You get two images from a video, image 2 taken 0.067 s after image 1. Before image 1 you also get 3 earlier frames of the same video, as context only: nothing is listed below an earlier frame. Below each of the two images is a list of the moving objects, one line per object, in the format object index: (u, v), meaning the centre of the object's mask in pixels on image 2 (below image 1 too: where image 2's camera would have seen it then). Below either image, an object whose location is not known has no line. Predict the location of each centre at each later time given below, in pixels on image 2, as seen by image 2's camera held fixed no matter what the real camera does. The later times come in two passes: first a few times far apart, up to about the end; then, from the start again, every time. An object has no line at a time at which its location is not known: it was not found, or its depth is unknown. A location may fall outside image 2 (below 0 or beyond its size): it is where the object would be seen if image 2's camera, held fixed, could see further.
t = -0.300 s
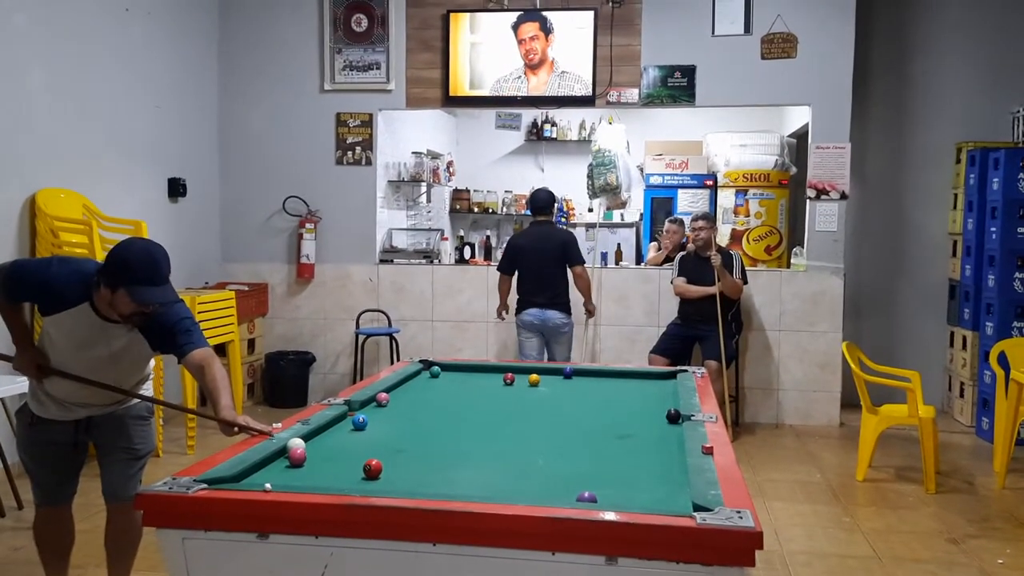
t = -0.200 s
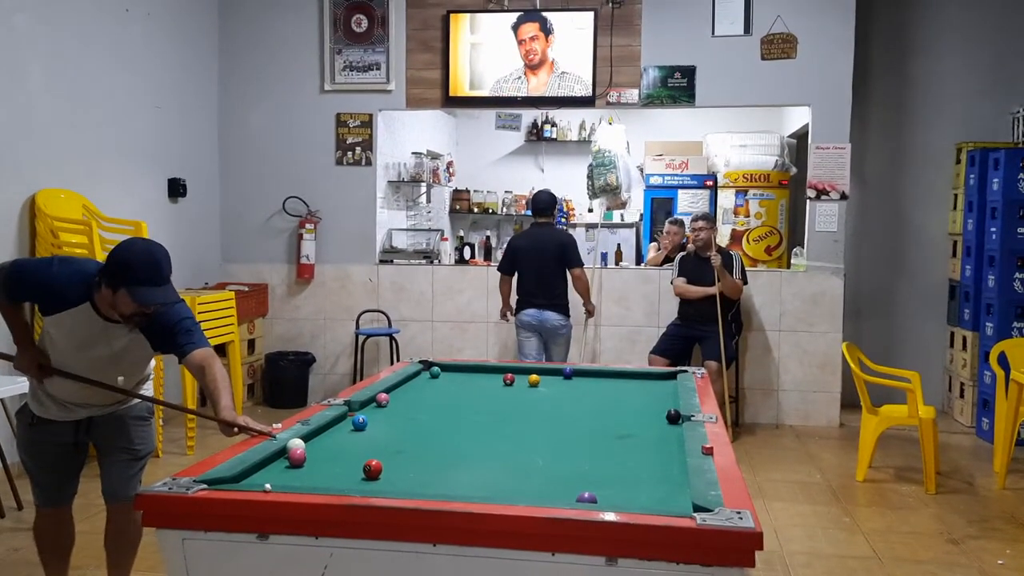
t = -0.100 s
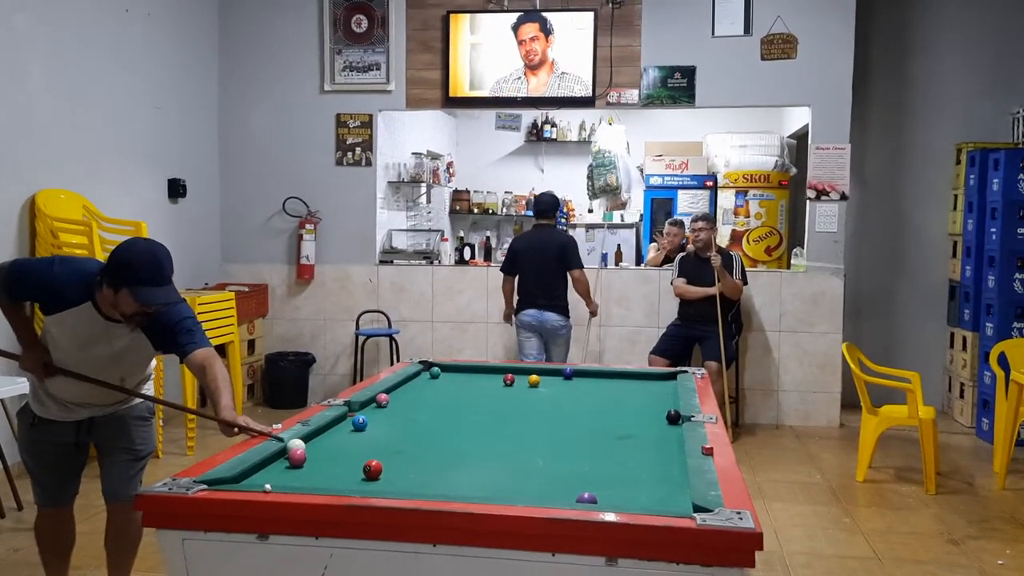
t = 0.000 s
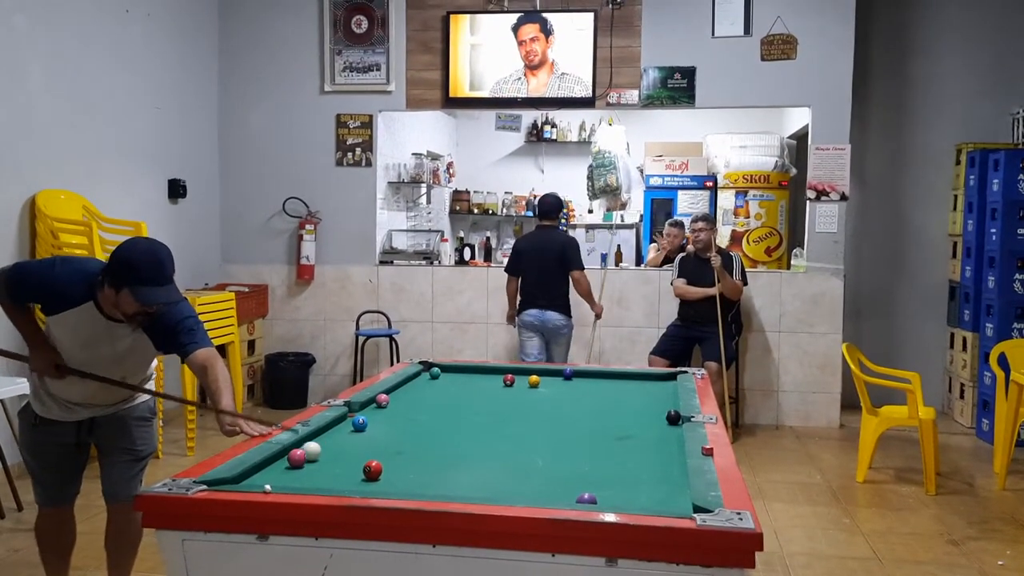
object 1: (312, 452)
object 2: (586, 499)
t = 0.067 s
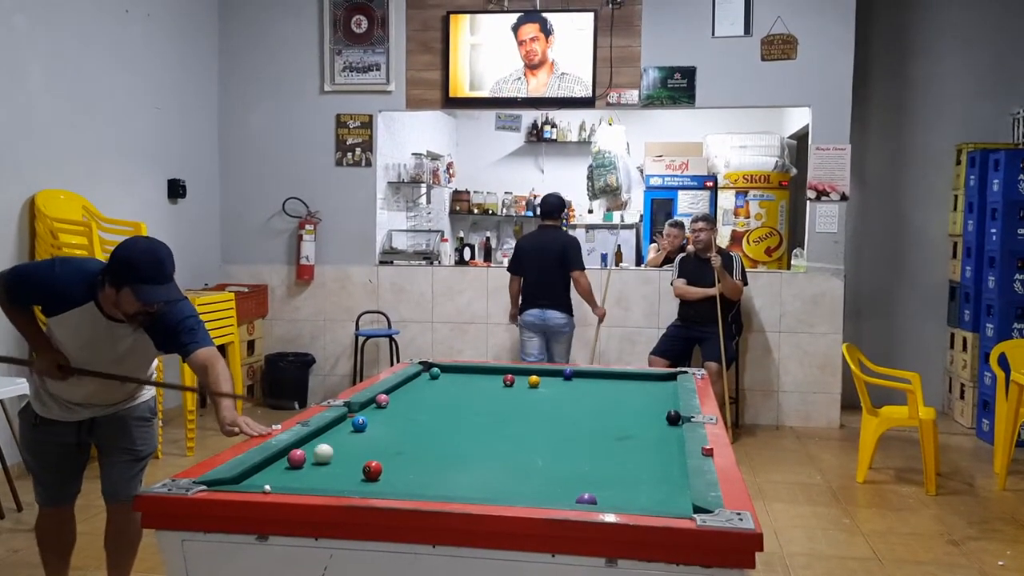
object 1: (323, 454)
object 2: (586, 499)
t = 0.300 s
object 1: (364, 459)
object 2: (586, 499)
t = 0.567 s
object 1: (417, 471)
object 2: (586, 499)
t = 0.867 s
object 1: (475, 481)
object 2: (586, 499)
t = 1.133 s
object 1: (528, 489)
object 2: (586, 499)
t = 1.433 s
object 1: (578, 495)
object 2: (596, 500)
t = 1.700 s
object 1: (600, 495)
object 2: (619, 500)
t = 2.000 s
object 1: (620, 495)
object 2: (644, 501)
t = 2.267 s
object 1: (633, 495)
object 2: (662, 501)
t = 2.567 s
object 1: (644, 496)
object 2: (679, 503)
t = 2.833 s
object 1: (649, 495)
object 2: (675, 502)
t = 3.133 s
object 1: (651, 495)
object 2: (672, 502)
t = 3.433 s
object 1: (650, 495)
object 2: (672, 501)
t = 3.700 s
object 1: (650, 495)
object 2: (672, 501)
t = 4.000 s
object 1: (650, 495)
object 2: (671, 502)
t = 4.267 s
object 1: (650, 495)
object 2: (672, 502)
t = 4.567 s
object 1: (650, 495)
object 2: (672, 502)
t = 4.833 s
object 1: (650, 495)
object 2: (671, 501)
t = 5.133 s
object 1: (650, 495)
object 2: (672, 502)
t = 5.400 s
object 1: (650, 496)
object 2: (672, 502)
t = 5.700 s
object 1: (649, 495)
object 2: (672, 501)
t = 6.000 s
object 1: (650, 495)
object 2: (672, 502)
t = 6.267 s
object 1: (649, 495)
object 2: (672, 501)
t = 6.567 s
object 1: (649, 495)
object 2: (672, 502)
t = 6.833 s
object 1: (649, 495)
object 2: (672, 502)
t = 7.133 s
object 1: (649, 495)
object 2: (672, 501)
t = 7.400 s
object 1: (650, 495)
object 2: (672, 501)
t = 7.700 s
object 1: (649, 495)
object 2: (671, 501)
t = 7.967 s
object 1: (649, 495)
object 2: (672, 501)
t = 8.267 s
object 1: (649, 496)
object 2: (672, 501)
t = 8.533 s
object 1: (650, 496)
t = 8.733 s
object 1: (649, 495)
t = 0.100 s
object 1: (329, 455)
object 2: (586, 499)
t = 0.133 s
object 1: (335, 456)
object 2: (586, 499)
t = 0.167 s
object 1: (341, 457)
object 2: (586, 499)
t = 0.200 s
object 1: (347, 458)
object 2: (586, 499)
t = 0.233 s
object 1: (354, 459)
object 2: (586, 499)
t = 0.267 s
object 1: (359, 460)
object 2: (586, 499)
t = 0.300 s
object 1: (364, 459)
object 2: (586, 499)
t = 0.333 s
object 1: (373, 457)
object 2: (586, 499)
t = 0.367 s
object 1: (381, 461)
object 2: (586, 499)
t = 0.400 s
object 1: (387, 464)
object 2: (586, 499)
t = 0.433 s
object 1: (392, 466)
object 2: (586, 499)
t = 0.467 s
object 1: (398, 467)
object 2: (586, 499)
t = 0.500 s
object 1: (404, 468)
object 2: (586, 499)
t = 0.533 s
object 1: (411, 469)
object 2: (586, 499)
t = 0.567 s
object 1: (417, 471)
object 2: (586, 499)
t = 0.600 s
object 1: (424, 472)
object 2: (586, 499)
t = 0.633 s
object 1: (430, 473)
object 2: (586, 499)
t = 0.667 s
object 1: (436, 474)
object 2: (586, 499)
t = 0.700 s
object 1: (443, 475)
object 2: (586, 499)
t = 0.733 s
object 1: (449, 476)
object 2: (586, 499)
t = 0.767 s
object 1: (456, 477)
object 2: (586, 499)
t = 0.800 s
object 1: (462, 479)
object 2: (586, 499)
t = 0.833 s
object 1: (469, 480)
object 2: (586, 499)
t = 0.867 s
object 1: (475, 481)
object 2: (586, 499)
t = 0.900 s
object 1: (482, 482)
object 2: (586, 499)
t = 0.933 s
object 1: (488, 483)
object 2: (586, 499)
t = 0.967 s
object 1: (495, 484)
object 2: (586, 499)
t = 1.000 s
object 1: (501, 485)
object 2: (586, 499)
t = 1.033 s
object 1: (508, 487)
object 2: (586, 499)
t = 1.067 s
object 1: (515, 487)
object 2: (586, 499)
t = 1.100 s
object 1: (521, 488)
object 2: (586, 499)
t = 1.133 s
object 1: (528, 489)
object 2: (586, 499)
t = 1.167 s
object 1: (534, 490)
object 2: (586, 499)
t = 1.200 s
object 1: (541, 491)
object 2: (586, 499)
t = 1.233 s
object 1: (547, 492)
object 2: (586, 499)
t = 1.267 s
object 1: (554, 493)
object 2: (586, 499)
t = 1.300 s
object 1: (561, 493)
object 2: (587, 499)
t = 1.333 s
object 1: (567, 494)
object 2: (587, 499)
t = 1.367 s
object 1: (571, 494)
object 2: (588, 499)
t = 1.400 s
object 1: (575, 495)
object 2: (592, 500)
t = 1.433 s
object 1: (578, 495)
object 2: (596, 500)
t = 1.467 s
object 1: (582, 495)
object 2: (598, 500)
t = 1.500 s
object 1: (585, 495)
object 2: (601, 501)
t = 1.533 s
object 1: (588, 495)
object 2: (604, 500)
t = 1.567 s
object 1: (591, 495)
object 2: (607, 500)
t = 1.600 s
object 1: (593, 495)
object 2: (610, 500)
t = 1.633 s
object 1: (595, 495)
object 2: (612, 500)
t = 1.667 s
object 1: (598, 495)
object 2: (615, 500)
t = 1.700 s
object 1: (600, 495)
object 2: (619, 500)
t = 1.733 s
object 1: (603, 495)
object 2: (621, 500)
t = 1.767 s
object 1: (604, 495)
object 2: (624, 500)
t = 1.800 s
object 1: (607, 495)
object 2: (626, 500)
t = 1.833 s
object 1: (610, 495)
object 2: (630, 500)
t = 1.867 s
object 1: (612, 496)
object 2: (634, 501)
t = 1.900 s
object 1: (614, 495)
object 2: (636, 501)
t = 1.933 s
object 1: (616, 496)
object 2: (639, 501)
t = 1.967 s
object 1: (618, 495)
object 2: (641, 501)
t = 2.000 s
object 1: (620, 495)
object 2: (644, 501)
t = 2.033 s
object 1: (622, 495)
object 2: (646, 501)
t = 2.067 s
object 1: (623, 495)
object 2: (649, 501)
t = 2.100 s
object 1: (625, 495)
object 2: (651, 501)
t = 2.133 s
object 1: (627, 495)
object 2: (653, 501)
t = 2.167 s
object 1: (629, 495)
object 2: (656, 501)
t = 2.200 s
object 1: (630, 495)
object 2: (658, 501)
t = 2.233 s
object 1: (631, 495)
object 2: (660, 501)
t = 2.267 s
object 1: (633, 495)
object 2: (662, 501)
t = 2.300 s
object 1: (634, 495)
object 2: (664, 501)
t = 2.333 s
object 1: (635, 495)
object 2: (666, 501)
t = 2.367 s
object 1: (637, 495)
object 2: (668, 501)
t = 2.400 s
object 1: (638, 496)
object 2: (671, 502)
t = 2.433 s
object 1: (640, 497)
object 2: (673, 504)
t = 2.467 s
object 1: (641, 497)
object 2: (675, 504)
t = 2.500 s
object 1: (642, 496)
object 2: (676, 504)
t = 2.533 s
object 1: (642, 496)
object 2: (677, 503)
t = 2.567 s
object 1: (644, 496)
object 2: (679, 503)
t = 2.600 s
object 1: (644, 496)
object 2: (681, 503)
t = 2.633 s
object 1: (645, 495)
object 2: (680, 503)
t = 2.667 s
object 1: (645, 494)
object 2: (679, 502)
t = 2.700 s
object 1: (646, 495)
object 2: (678, 502)
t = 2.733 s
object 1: (647, 495)
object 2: (678, 502)
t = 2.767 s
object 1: (648, 495)
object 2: (677, 502)
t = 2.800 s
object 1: (648, 495)
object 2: (676, 502)
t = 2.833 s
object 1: (649, 495)
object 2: (675, 502)
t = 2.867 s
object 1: (650, 495)
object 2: (675, 502)
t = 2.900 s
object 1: (650, 495)
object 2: (674, 502)
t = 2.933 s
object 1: (651, 495)
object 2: (674, 502)
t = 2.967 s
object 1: (651, 495)
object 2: (673, 501)
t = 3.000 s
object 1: (651, 495)
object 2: (673, 502)
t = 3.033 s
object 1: (651, 495)
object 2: (672, 502)
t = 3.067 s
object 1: (651, 495)
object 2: (672, 502)
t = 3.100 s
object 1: (651, 495)
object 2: (672, 502)
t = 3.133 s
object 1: (651, 495)
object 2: (672, 502)
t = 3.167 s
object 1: (650, 495)
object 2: (672, 501)
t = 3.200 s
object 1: (651, 495)
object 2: (671, 501)
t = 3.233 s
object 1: (650, 495)
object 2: (671, 501)
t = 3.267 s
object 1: (650, 495)
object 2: (672, 501)
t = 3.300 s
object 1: (650, 495)
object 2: (672, 501)
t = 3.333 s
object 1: (650, 495)
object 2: (672, 501)
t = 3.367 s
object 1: (650, 495)
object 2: (672, 501)
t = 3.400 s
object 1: (650, 495)
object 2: (672, 501)
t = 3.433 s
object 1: (650, 495)
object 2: (672, 501)
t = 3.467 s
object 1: (650, 495)
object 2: (672, 502)
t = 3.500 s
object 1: (650, 495)
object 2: (672, 502)
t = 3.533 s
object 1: (650, 495)
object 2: (672, 501)
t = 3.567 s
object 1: (650, 495)
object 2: (672, 501)
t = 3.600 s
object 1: (650, 495)
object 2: (672, 501)
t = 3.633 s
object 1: (650, 495)
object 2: (672, 502)
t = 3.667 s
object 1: (650, 495)
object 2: (672, 502)
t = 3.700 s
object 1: (650, 495)
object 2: (672, 501)
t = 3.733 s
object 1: (650, 495)
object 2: (672, 502)
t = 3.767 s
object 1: (650, 495)
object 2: (672, 501)
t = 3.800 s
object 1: (650, 495)
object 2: (672, 501)
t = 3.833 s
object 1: (650, 495)
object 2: (672, 501)
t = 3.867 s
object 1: (650, 495)
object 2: (672, 501)
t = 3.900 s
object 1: (650, 495)
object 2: (671, 501)
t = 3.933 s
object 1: (650, 495)
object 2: (672, 501)
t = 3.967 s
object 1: (650, 495)
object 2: (672, 502)
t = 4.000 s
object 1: (650, 495)
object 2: (671, 502)
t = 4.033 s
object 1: (650, 495)
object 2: (672, 502)
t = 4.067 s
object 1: (650, 495)
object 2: (671, 501)
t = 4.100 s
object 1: (650, 495)
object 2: (672, 501)
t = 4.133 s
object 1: (650, 495)
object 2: (671, 502)
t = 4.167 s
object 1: (650, 495)
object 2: (672, 502)
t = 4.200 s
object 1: (650, 495)
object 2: (671, 502)
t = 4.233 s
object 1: (650, 495)
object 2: (672, 502)
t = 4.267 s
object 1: (650, 495)
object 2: (672, 502)
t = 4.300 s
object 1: (650, 495)
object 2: (672, 502)
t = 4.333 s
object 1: (650, 495)
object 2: (672, 502)
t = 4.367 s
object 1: (650, 495)
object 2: (672, 502)
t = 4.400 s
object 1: (650, 495)
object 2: (672, 502)
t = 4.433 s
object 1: (650, 495)
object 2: (672, 502)
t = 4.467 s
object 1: (650, 495)
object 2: (672, 502)
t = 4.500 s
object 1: (650, 495)
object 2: (672, 502)
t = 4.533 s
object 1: (650, 495)
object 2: (672, 502)
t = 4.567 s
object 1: (650, 495)
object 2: (672, 502)
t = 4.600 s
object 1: (650, 495)
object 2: (672, 501)
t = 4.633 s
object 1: (650, 495)
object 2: (672, 501)
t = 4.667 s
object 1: (650, 495)
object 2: (672, 502)
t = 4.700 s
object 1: (650, 495)
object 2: (672, 502)
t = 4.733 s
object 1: (650, 495)
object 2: (672, 502)
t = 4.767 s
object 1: (650, 495)
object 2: (672, 502)
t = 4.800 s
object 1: (650, 495)
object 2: (672, 502)
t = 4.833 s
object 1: (650, 495)
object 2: (671, 501)
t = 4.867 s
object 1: (650, 495)
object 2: (672, 502)
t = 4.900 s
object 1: (650, 495)
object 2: (672, 502)
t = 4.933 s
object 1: (650, 495)
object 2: (672, 502)
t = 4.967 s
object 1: (650, 495)
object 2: (672, 502)
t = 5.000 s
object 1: (650, 495)
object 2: (672, 502)
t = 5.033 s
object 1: (650, 495)
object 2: (671, 501)
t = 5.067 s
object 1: (650, 495)
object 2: (672, 502)
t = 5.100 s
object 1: (650, 495)
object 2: (672, 502)
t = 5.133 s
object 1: (650, 495)
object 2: (672, 502)
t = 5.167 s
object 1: (650, 495)
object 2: (672, 502)
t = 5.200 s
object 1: (650, 495)
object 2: (672, 502)
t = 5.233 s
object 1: (650, 495)
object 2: (672, 502)
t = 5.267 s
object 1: (650, 495)
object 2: (672, 502)
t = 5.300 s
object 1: (650, 495)
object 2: (672, 502)
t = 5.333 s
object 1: (650, 495)
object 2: (672, 502)
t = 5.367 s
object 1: (650, 495)
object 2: (672, 502)
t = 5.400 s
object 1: (650, 496)
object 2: (672, 502)
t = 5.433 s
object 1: (650, 495)
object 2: (672, 502)
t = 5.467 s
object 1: (650, 495)
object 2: (672, 502)
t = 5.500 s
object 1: (650, 495)
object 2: (672, 501)
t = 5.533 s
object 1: (650, 495)
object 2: (672, 501)
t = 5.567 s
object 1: (650, 495)
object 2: (672, 502)
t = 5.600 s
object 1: (650, 495)
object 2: (672, 502)
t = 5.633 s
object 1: (649, 495)
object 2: (672, 501)
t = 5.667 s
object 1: (650, 495)
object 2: (672, 501)
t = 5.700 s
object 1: (649, 495)
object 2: (672, 501)
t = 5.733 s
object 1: (650, 495)
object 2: (672, 501)
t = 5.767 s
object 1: (650, 495)
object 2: (672, 502)
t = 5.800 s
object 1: (650, 495)
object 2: (672, 501)
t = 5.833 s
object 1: (649, 495)
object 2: (672, 501)
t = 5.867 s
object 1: (650, 495)
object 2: (672, 501)
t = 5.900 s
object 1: (649, 495)
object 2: (672, 502)
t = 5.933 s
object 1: (650, 495)
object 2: (672, 501)
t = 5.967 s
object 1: (650, 495)
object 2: (672, 502)
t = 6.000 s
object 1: (650, 495)
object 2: (672, 502)
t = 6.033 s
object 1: (649, 495)
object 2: (672, 501)
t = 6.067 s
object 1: (650, 495)
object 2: (672, 502)
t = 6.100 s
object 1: (649, 495)
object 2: (672, 502)
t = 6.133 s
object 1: (649, 495)
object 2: (672, 501)
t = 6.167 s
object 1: (649, 495)
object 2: (672, 501)
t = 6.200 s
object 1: (650, 495)
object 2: (672, 502)
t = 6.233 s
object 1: (649, 495)
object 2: (672, 502)
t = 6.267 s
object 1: (649, 495)
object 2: (672, 501)
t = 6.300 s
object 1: (649, 495)
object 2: (672, 501)
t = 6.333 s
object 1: (649, 495)
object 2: (671, 501)
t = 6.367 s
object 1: (649, 495)
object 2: (671, 501)
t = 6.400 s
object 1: (650, 495)
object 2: (672, 502)
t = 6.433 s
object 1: (649, 495)
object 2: (672, 501)
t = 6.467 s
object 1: (649, 495)
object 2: (671, 501)
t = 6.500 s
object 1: (649, 495)
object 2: (671, 501)
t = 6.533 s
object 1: (650, 495)
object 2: (672, 502)
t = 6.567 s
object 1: (649, 495)
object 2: (672, 502)
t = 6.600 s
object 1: (649, 495)
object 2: (672, 501)
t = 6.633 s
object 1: (650, 495)
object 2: (672, 501)
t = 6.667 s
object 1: (649, 495)
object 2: (671, 501)
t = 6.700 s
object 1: (649, 495)
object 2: (671, 501)
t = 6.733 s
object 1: (650, 495)
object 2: (672, 502)
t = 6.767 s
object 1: (649, 496)
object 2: (672, 502)
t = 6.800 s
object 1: (649, 495)
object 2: (672, 502)
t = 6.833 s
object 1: (649, 495)
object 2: (672, 502)
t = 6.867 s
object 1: (649, 495)
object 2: (671, 501)
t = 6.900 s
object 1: (650, 495)
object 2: (672, 501)
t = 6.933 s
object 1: (649, 495)
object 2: (672, 501)
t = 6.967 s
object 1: (650, 495)
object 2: (672, 502)
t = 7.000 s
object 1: (649, 495)
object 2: (671, 501)
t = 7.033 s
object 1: (650, 495)
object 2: (672, 502)
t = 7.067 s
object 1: (650, 495)
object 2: (672, 502)
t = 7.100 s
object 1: (650, 495)
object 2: (672, 502)
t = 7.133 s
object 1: (649, 495)
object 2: (672, 501)
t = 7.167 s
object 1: (649, 495)
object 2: (672, 501)
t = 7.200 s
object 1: (650, 495)
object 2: (672, 502)
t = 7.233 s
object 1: (650, 495)
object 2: (672, 501)
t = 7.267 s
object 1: (649, 495)
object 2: (672, 501)
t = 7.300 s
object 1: (649, 495)
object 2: (671, 501)
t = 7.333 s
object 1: (649, 495)
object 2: (672, 501)
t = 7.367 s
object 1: (649, 495)
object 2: (672, 501)
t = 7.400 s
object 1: (650, 495)
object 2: (672, 501)
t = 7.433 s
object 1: (649, 495)
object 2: (672, 502)
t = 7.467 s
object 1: (649, 495)
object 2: (672, 501)
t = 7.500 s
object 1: (649, 495)
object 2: (671, 501)
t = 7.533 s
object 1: (649, 495)
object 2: (671, 501)
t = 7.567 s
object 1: (650, 495)
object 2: (672, 502)
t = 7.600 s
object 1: (650, 495)
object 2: (672, 502)
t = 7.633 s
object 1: (650, 495)
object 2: (672, 501)
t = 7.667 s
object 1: (649, 495)
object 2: (671, 501)
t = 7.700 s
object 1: (649, 495)
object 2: (671, 501)
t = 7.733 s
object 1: (649, 495)
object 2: (672, 502)
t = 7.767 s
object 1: (649, 495)
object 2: (672, 501)
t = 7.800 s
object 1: (650, 495)
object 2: (672, 501)
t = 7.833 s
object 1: (650, 495)
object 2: (672, 501)
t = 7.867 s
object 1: (649, 495)
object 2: (672, 501)
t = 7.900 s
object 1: (649, 495)
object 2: (672, 501)
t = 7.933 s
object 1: (649, 495)
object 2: (672, 501)
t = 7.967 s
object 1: (649, 495)
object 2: (672, 501)
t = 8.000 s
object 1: (650, 496)
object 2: (672, 501)
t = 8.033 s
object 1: (650, 495)
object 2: (672, 501)
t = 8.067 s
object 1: (650, 496)
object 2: (672, 501)
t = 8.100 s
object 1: (649, 495)
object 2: (671, 501)
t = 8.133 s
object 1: (649, 495)
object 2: (671, 501)
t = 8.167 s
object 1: (649, 495)
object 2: (671, 501)
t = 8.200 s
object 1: (650, 495)
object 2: (672, 501)
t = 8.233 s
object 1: (650, 495)
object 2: (672, 501)
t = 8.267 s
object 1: (649, 496)
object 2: (672, 501)
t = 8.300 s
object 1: (649, 496)
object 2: (671, 501)
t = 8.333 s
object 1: (650, 496)
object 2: (672, 501)
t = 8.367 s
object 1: (650, 495)
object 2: (672, 501)
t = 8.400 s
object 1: (649, 496)
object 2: (672, 501)
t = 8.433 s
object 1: (650, 496)
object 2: (672, 501)
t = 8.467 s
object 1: (650, 496)
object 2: (672, 501)
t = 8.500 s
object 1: (650, 496)
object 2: (672, 501)
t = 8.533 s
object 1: (650, 496)
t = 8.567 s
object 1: (650, 496)
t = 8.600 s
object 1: (649, 496)
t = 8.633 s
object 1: (650, 496)
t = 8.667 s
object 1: (650, 496)
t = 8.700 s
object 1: (650, 496)
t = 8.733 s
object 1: (649, 495)
